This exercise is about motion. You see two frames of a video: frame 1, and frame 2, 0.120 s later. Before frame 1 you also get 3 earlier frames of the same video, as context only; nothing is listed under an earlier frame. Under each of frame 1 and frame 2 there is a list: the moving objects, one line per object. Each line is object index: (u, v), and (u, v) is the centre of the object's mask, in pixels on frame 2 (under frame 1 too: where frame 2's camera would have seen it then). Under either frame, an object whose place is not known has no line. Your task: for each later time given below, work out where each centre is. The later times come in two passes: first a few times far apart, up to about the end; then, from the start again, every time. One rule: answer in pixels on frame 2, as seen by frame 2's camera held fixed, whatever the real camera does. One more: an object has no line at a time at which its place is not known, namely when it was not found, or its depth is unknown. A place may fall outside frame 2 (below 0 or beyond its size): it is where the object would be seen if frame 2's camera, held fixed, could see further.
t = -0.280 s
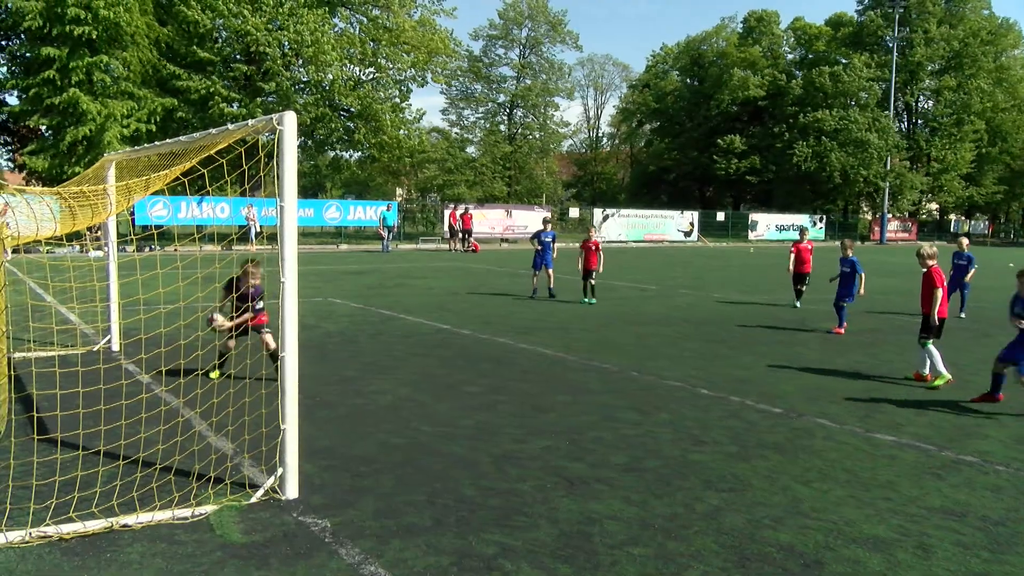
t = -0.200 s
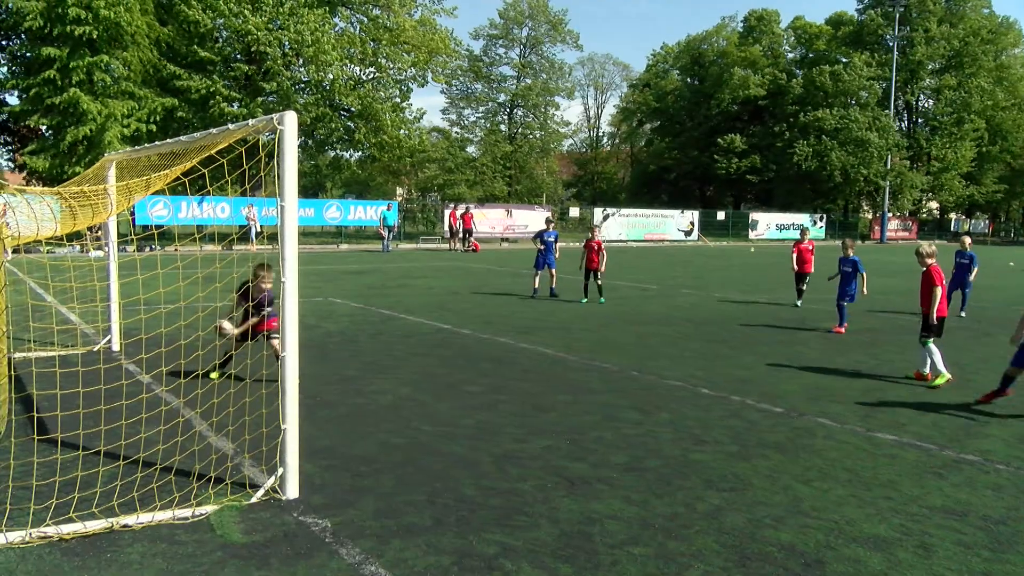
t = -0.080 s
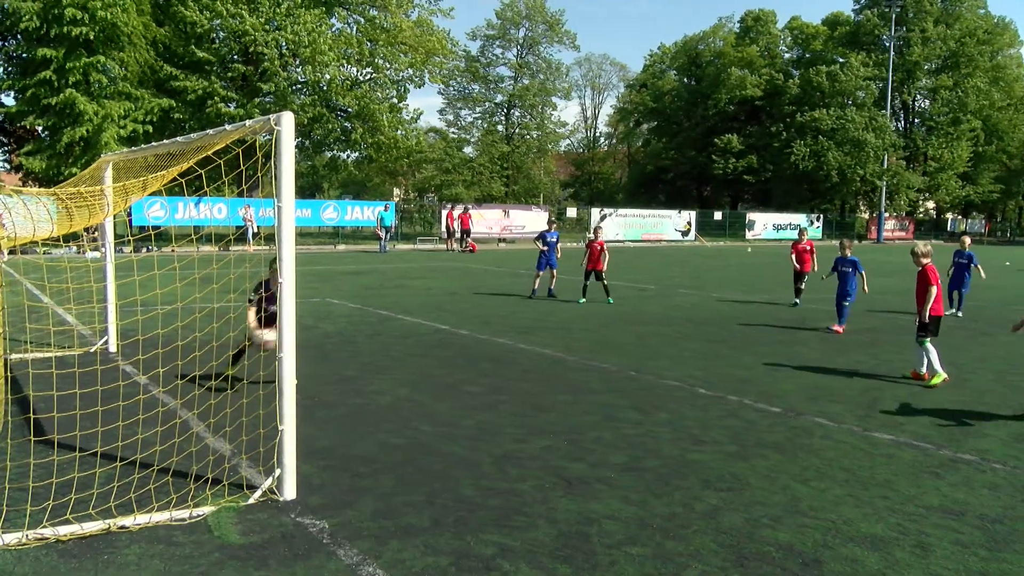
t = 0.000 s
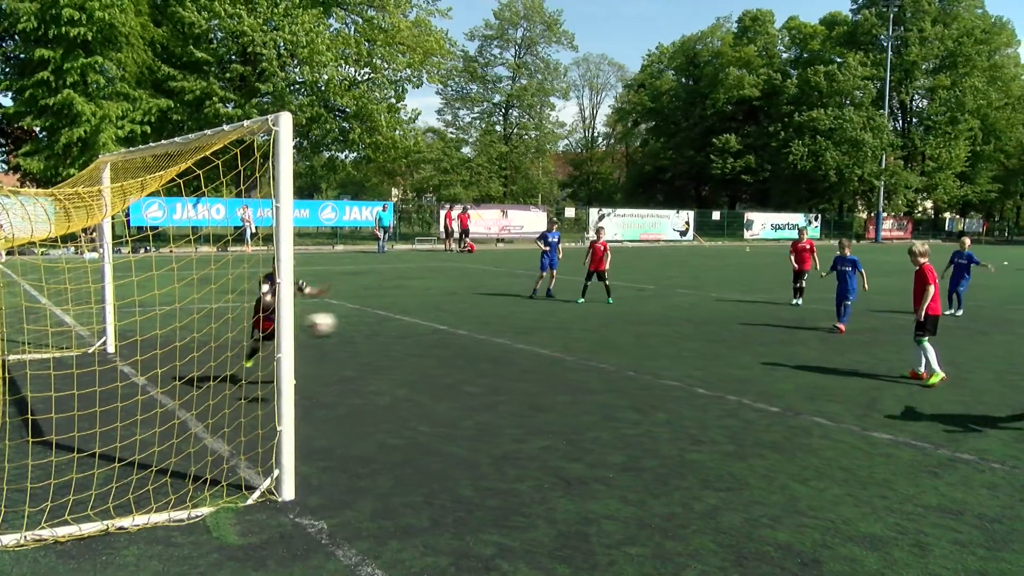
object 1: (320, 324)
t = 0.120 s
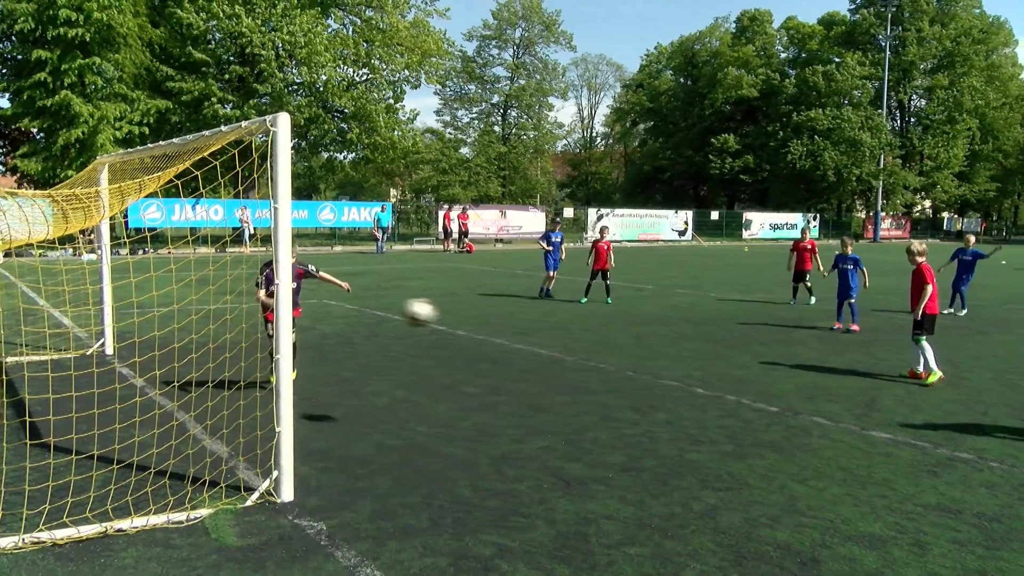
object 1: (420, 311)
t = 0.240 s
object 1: (542, 317)
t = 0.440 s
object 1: (802, 385)
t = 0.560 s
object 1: (998, 477)
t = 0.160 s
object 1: (458, 310)
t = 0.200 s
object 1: (498, 312)
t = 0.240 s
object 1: (542, 317)
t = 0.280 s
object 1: (587, 323)
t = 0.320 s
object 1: (636, 333)
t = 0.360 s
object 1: (686, 347)
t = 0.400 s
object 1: (742, 364)
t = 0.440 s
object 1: (802, 385)
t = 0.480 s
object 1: (864, 411)
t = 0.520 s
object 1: (930, 442)
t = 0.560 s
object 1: (998, 477)
